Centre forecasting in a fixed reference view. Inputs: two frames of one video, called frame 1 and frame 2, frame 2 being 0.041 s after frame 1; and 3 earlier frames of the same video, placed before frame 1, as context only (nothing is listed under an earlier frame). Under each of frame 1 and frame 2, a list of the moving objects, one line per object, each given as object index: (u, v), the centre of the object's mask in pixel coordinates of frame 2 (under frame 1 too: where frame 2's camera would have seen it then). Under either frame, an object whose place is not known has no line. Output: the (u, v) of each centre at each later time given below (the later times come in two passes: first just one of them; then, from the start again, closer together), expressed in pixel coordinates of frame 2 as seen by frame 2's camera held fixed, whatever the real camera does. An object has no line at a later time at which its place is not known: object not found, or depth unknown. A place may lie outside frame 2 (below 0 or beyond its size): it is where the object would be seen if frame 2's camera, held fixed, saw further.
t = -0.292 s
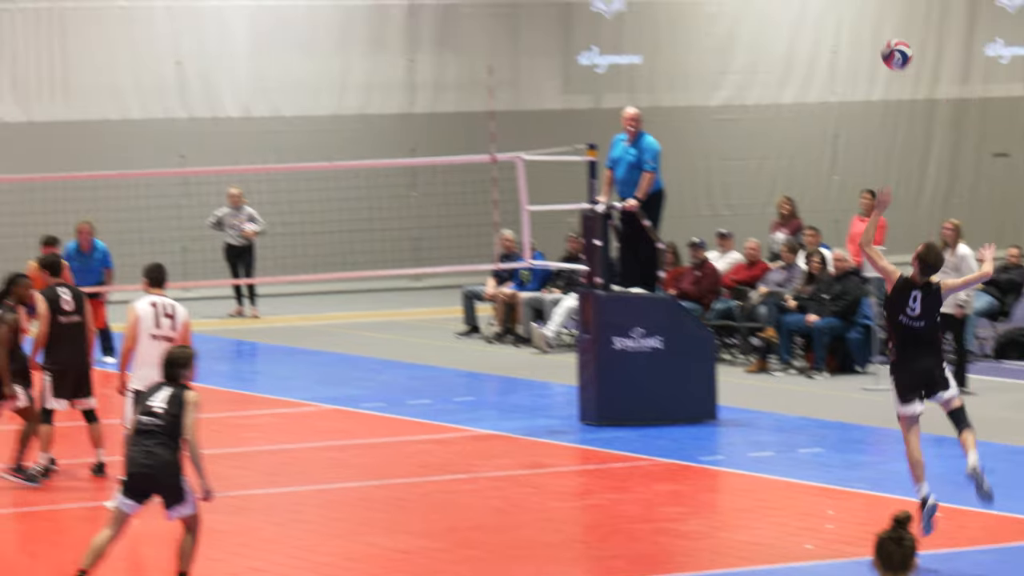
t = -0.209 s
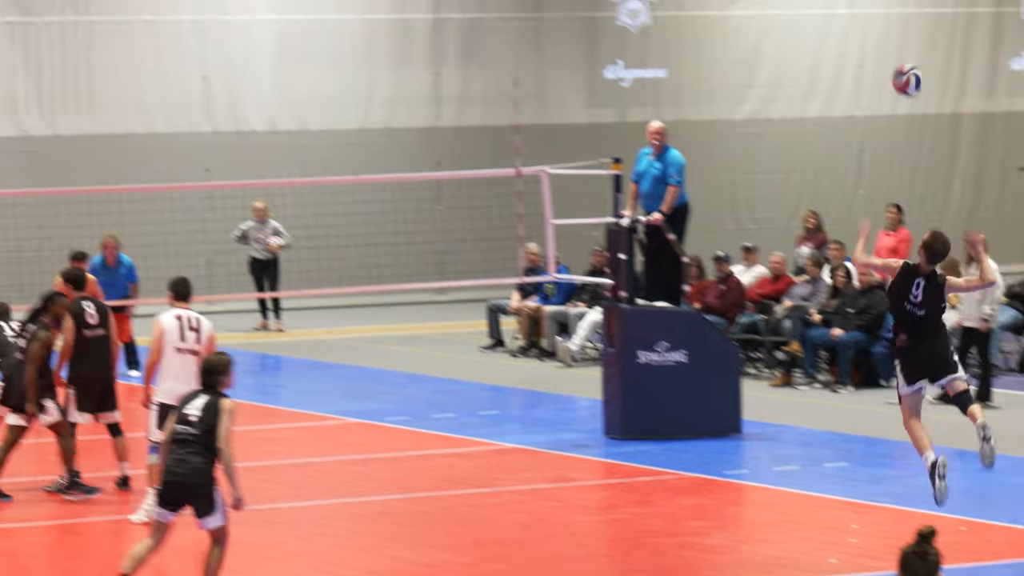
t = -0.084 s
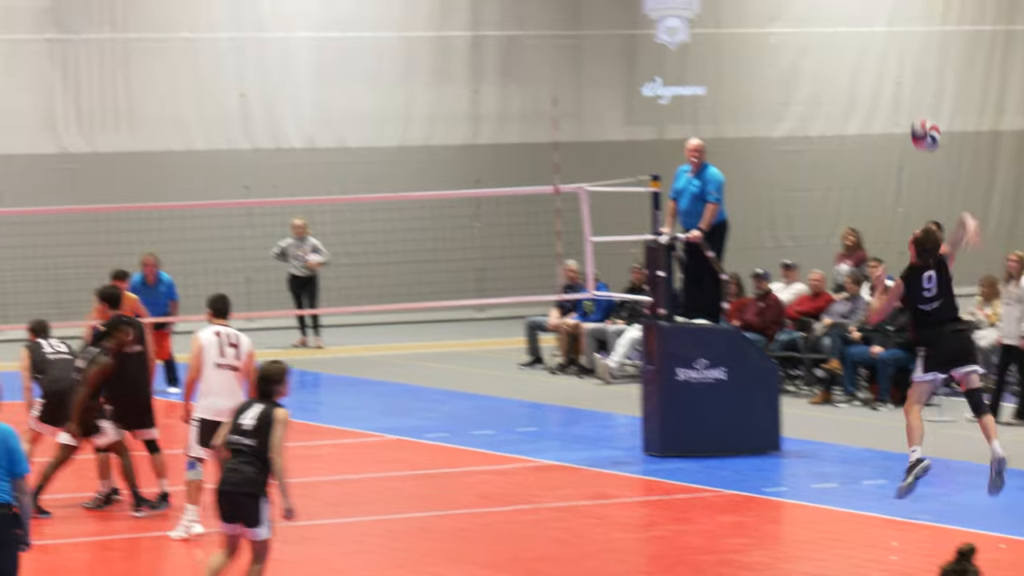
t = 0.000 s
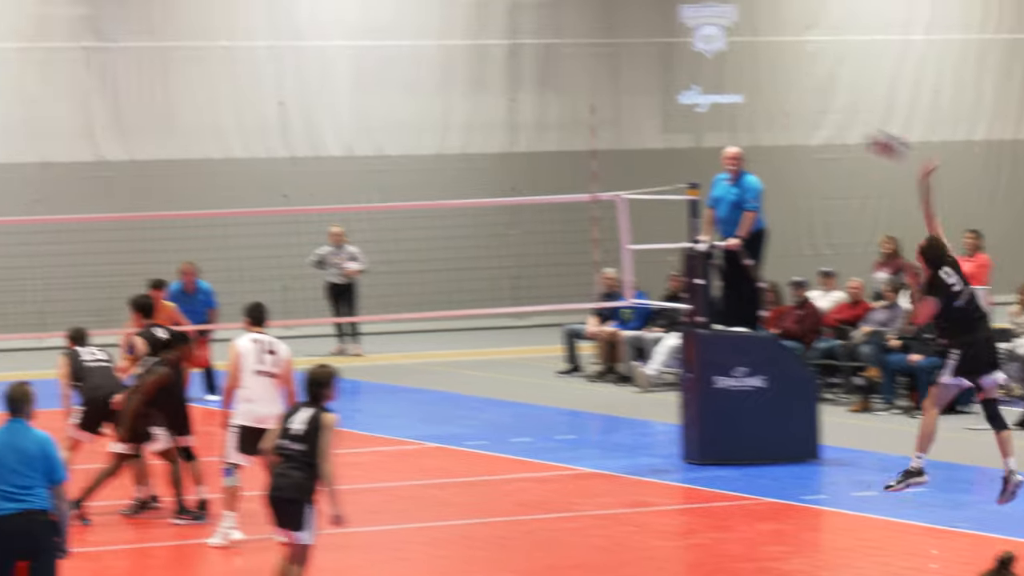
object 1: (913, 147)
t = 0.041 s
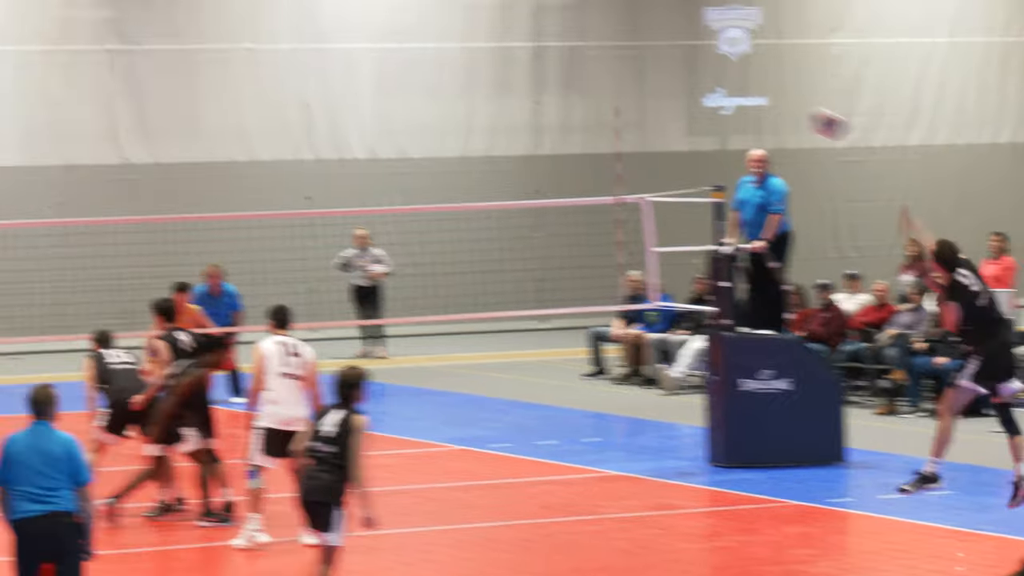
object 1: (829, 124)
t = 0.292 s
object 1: (421, 75)
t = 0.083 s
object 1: (751, 105)
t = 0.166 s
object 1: (610, 82)
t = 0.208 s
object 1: (543, 78)
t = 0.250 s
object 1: (480, 75)
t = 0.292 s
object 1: (421, 75)
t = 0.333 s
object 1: (365, 78)
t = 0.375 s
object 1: (313, 86)
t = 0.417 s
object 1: (266, 96)
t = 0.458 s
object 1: (217, 108)
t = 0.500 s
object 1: (170, 124)
